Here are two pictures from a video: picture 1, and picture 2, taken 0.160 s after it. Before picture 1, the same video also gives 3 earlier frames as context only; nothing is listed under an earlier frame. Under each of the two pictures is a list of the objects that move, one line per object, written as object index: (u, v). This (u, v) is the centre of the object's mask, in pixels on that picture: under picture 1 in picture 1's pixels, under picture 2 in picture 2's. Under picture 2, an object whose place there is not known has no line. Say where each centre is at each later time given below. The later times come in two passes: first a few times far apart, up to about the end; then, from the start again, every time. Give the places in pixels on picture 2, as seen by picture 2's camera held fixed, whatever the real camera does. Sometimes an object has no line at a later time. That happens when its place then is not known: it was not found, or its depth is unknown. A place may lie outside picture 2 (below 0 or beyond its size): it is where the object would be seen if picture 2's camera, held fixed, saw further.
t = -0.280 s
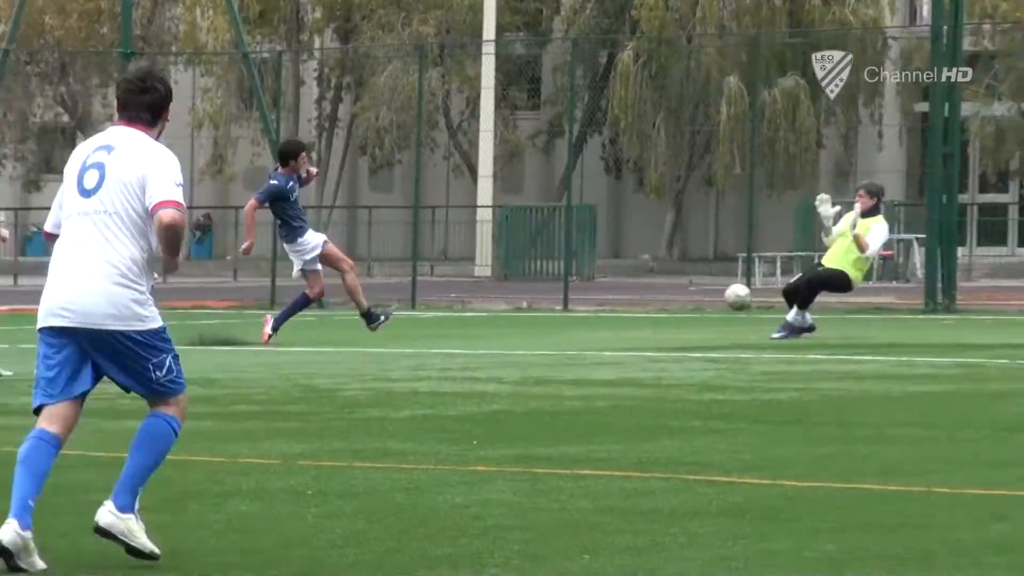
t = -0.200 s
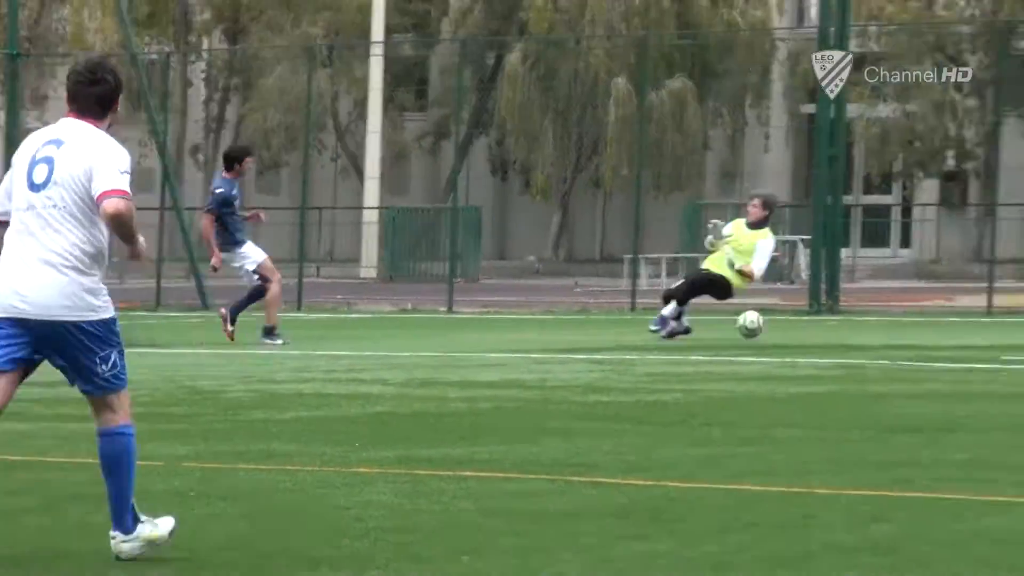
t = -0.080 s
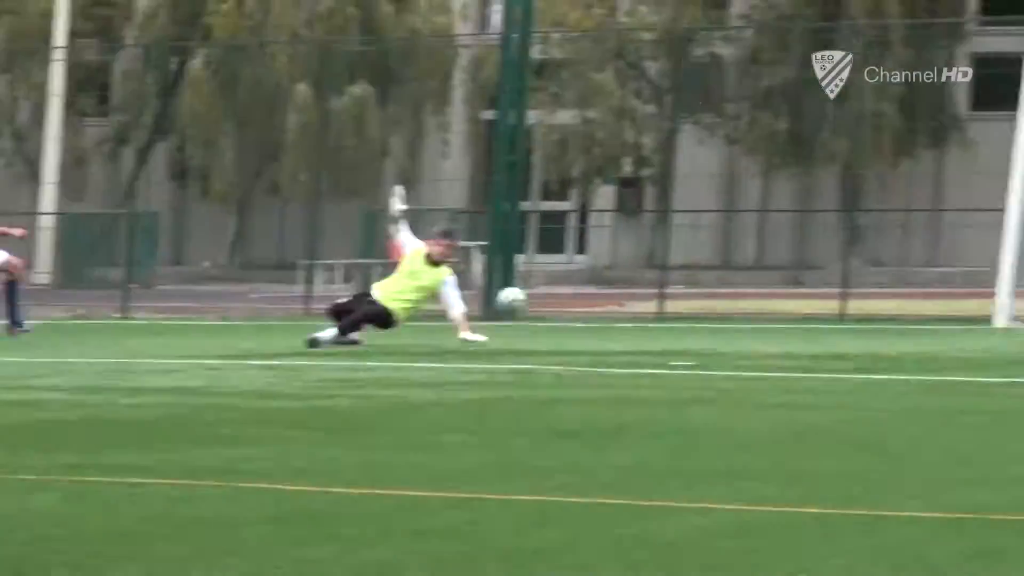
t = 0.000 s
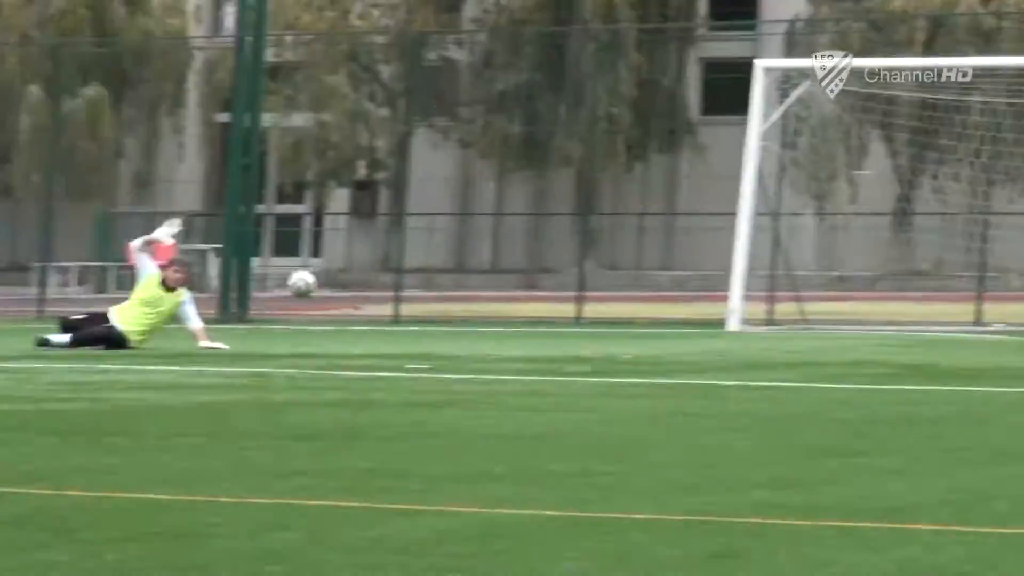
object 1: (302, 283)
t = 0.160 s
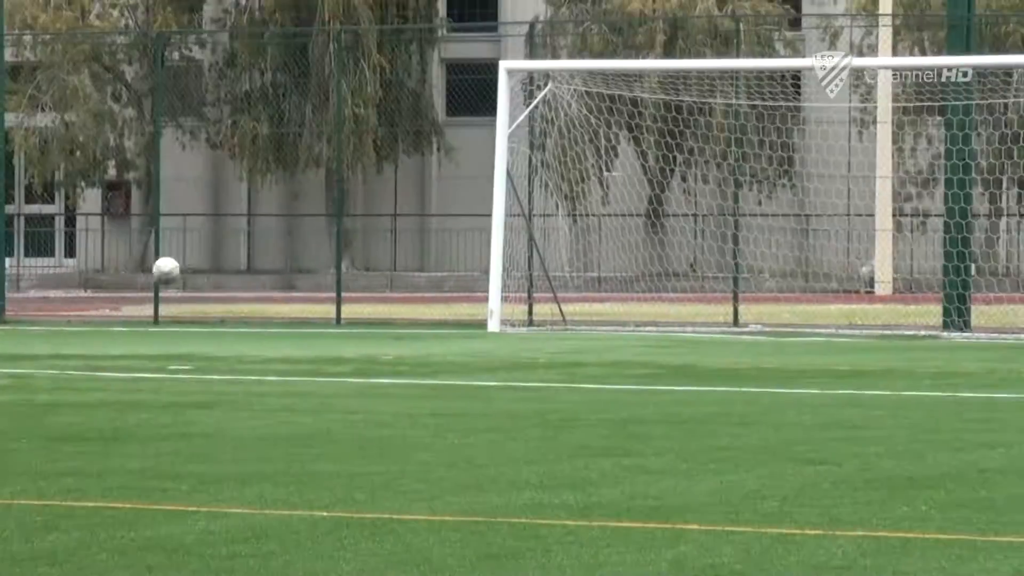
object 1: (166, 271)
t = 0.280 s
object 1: (248, 281)
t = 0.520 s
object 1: (407, 344)
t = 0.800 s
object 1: (566, 315)
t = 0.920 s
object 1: (637, 335)
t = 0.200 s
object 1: (194, 272)
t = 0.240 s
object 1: (220, 276)
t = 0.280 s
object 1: (248, 281)
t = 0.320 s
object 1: (275, 289)
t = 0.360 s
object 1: (302, 300)
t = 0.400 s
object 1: (329, 312)
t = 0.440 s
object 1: (356, 327)
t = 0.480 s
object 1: (382, 344)
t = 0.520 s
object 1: (407, 344)
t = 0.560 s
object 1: (430, 333)
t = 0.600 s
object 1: (454, 325)
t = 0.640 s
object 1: (477, 319)
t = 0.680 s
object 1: (502, 316)
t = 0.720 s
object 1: (521, 313)
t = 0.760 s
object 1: (544, 313)
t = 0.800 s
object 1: (566, 315)
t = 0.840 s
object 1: (589, 320)
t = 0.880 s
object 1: (614, 327)
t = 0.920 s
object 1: (637, 335)
